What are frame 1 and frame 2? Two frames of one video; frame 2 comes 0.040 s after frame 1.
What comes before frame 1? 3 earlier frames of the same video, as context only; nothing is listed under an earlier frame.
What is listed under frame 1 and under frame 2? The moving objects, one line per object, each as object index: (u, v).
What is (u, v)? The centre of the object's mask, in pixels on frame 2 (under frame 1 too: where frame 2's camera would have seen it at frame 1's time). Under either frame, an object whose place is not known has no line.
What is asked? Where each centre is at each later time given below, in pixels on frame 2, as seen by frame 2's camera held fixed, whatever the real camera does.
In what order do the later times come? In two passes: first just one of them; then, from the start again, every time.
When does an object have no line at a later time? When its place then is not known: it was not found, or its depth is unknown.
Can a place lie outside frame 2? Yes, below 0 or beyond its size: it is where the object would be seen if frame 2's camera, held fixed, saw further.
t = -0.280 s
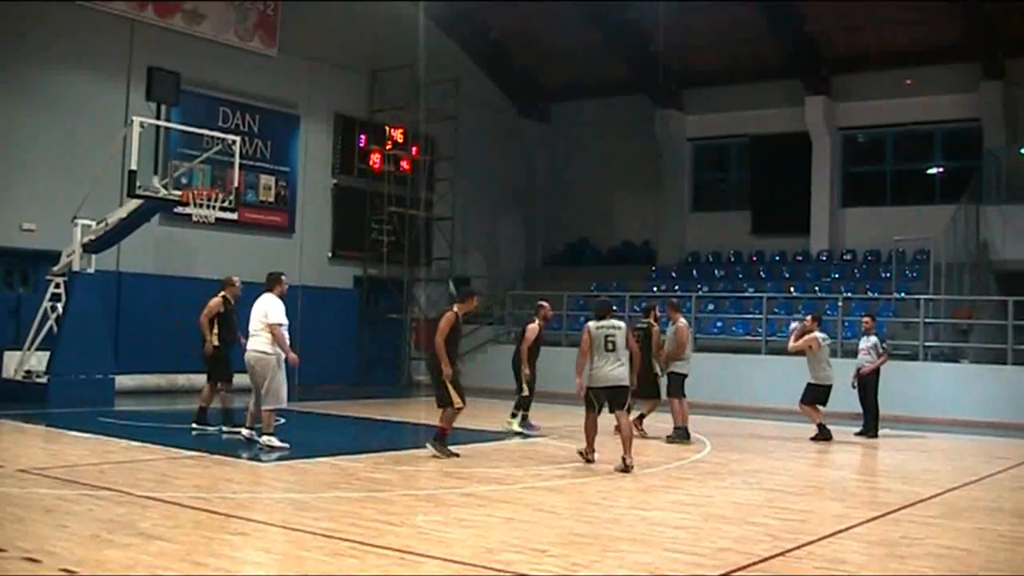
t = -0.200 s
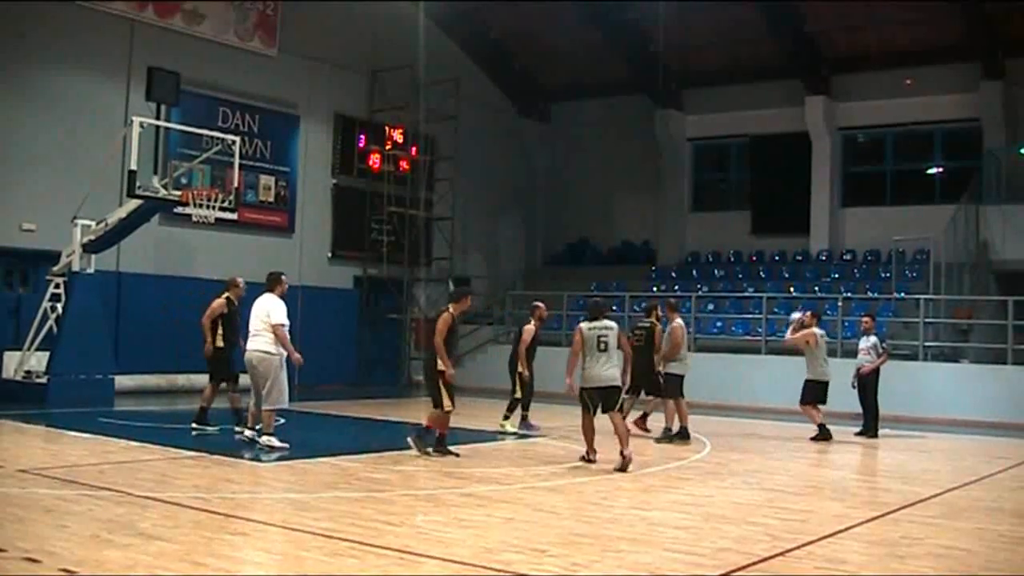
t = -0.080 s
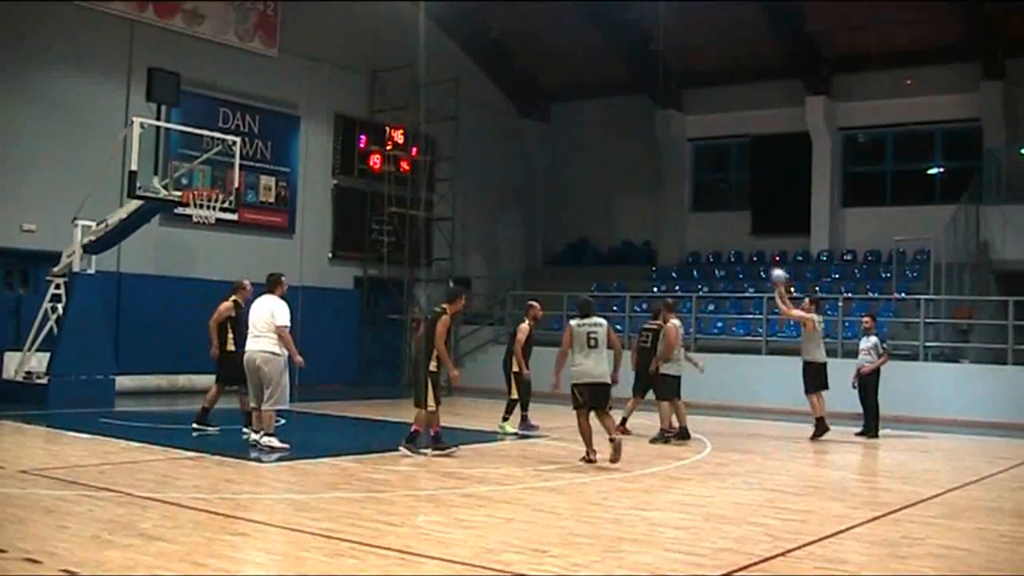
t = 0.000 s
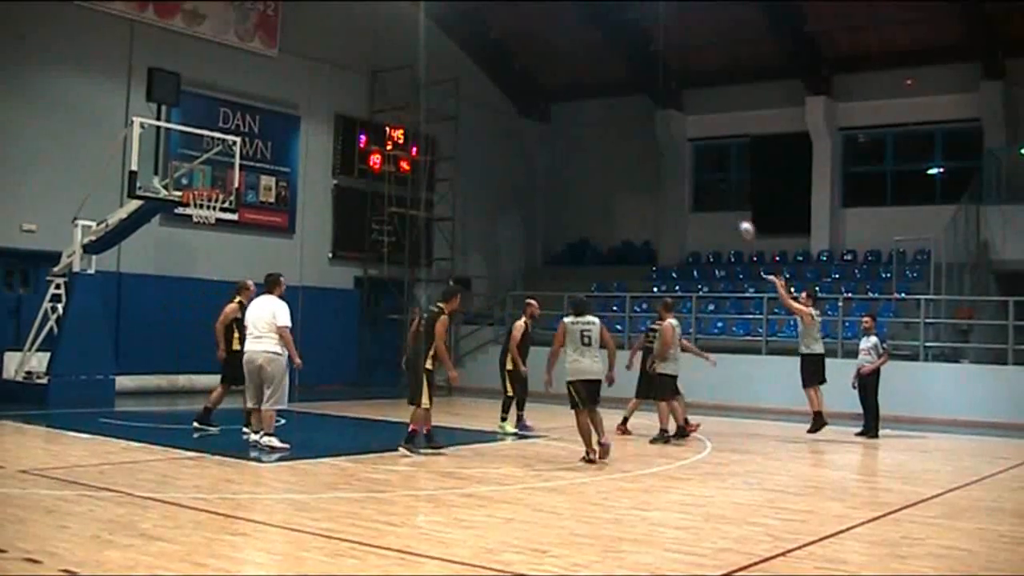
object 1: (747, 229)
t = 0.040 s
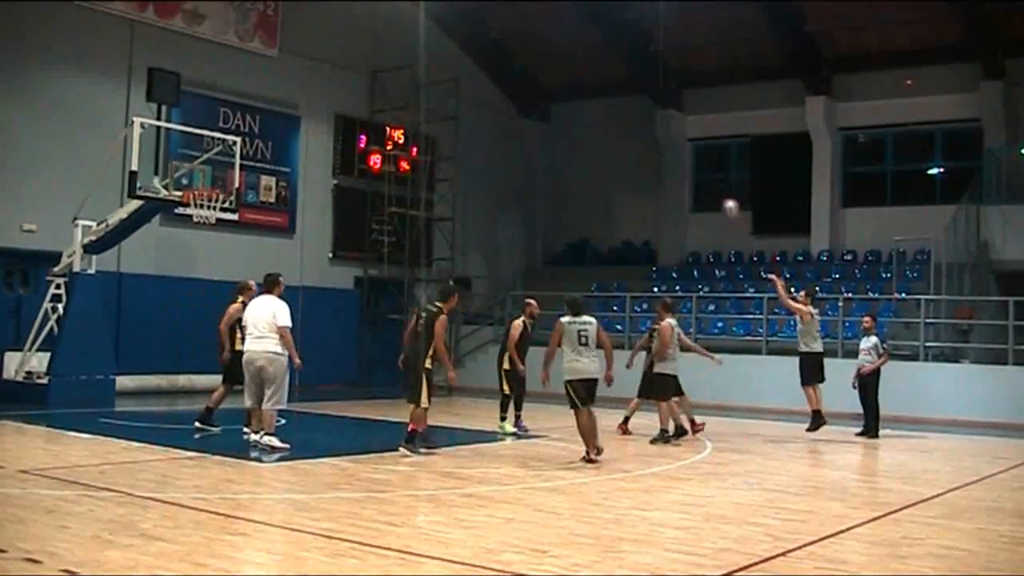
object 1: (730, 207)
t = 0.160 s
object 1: (682, 150)
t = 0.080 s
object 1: (714, 188)
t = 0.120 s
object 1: (698, 168)
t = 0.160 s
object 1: (682, 150)
